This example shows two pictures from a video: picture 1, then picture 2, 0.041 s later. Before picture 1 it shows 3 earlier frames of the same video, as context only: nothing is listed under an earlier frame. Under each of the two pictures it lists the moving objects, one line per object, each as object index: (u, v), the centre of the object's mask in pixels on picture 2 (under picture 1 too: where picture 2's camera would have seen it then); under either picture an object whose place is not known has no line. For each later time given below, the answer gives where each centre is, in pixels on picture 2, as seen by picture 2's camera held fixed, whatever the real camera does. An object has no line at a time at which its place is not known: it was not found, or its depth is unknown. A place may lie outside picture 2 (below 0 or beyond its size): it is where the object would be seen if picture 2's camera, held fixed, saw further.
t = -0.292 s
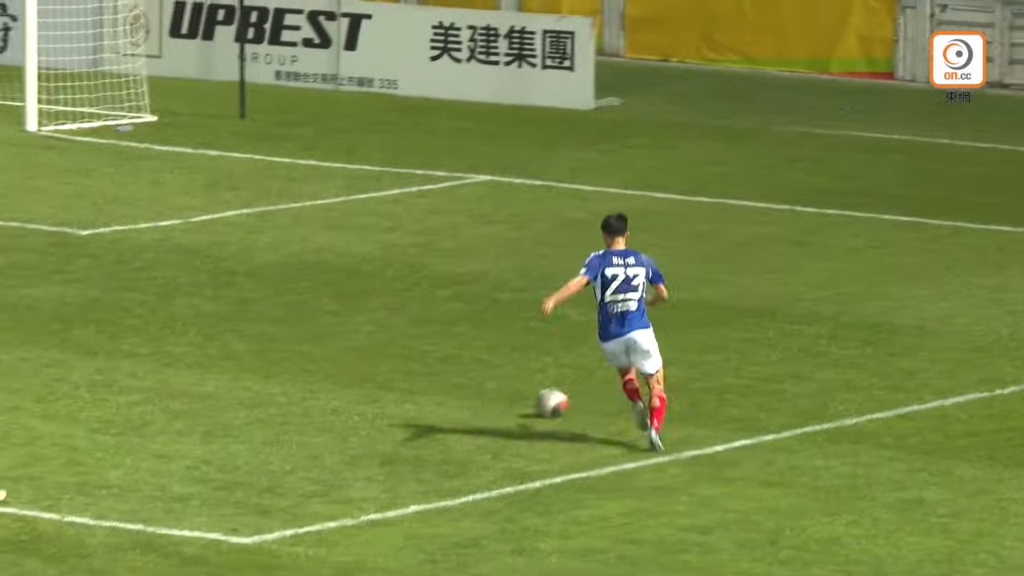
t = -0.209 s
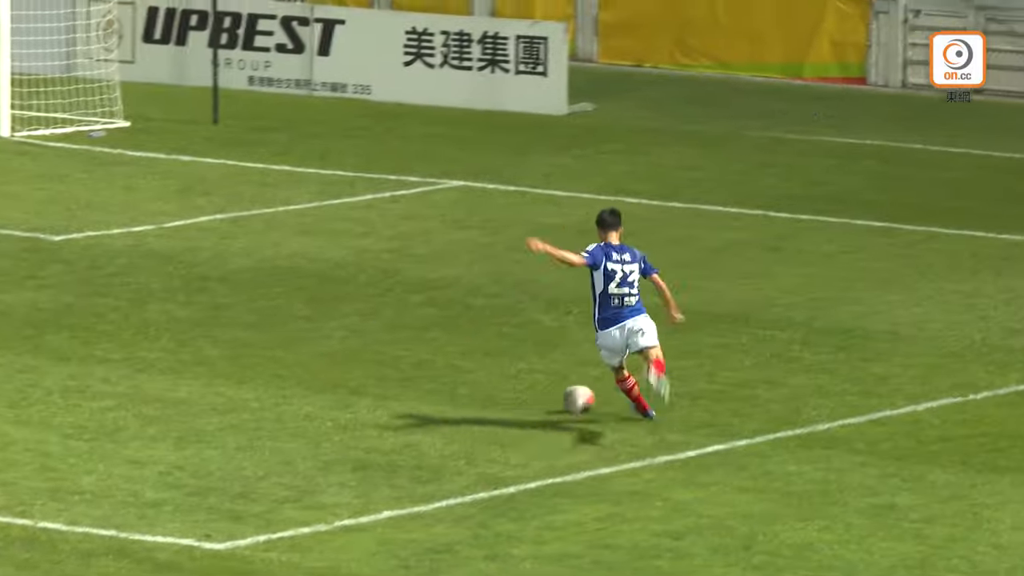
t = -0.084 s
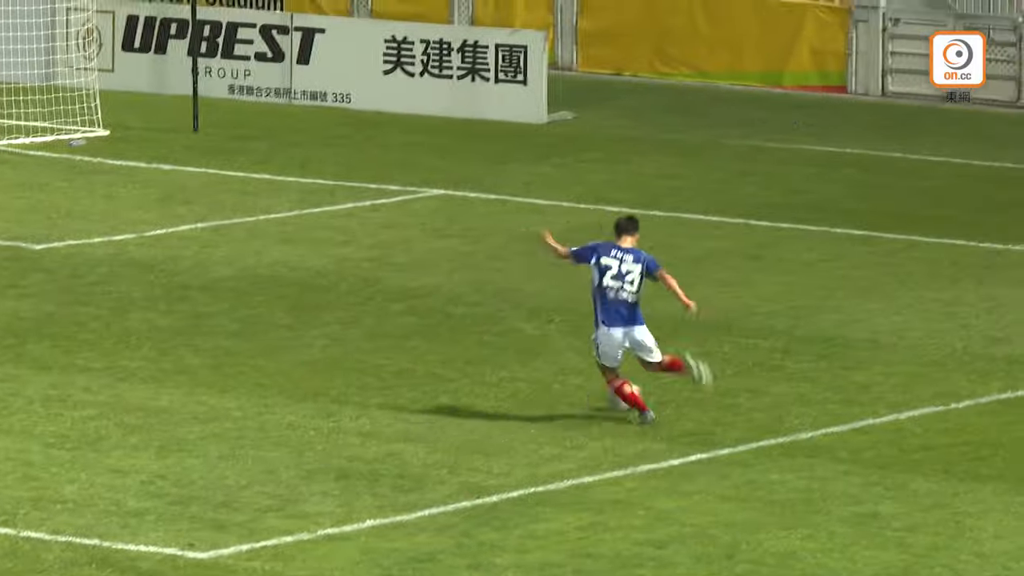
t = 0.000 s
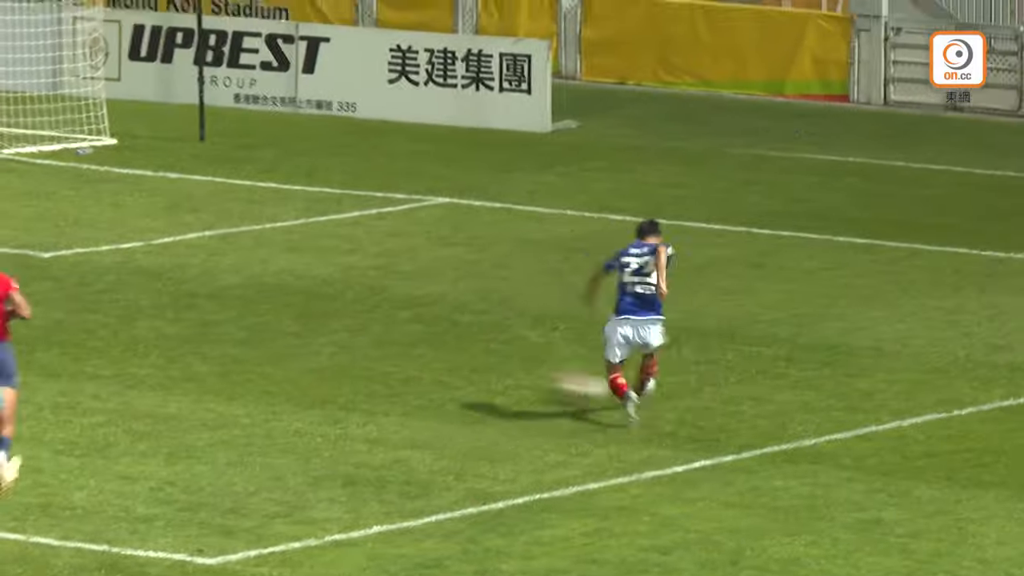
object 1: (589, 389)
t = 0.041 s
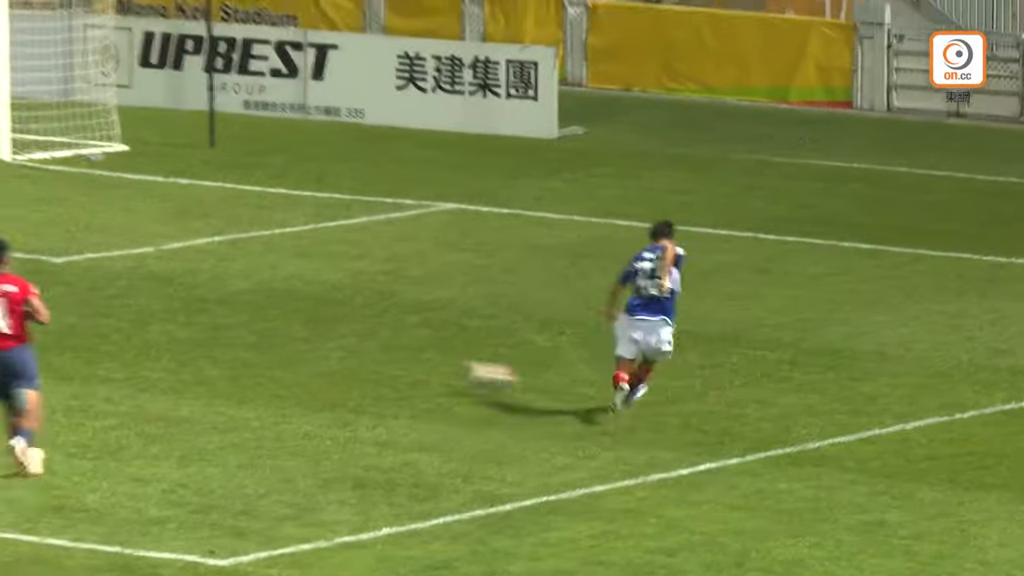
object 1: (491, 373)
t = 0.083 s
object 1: (396, 363)
